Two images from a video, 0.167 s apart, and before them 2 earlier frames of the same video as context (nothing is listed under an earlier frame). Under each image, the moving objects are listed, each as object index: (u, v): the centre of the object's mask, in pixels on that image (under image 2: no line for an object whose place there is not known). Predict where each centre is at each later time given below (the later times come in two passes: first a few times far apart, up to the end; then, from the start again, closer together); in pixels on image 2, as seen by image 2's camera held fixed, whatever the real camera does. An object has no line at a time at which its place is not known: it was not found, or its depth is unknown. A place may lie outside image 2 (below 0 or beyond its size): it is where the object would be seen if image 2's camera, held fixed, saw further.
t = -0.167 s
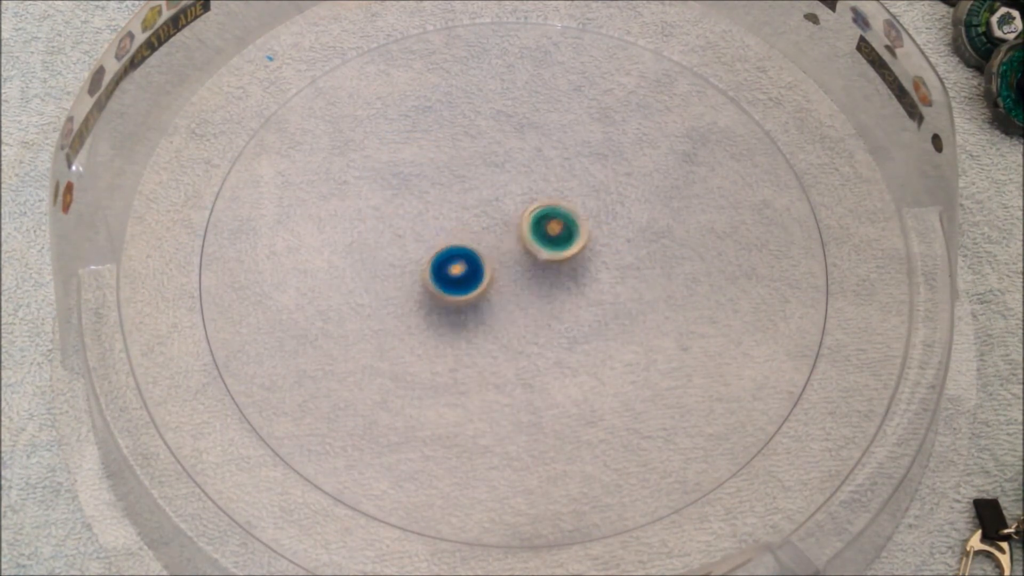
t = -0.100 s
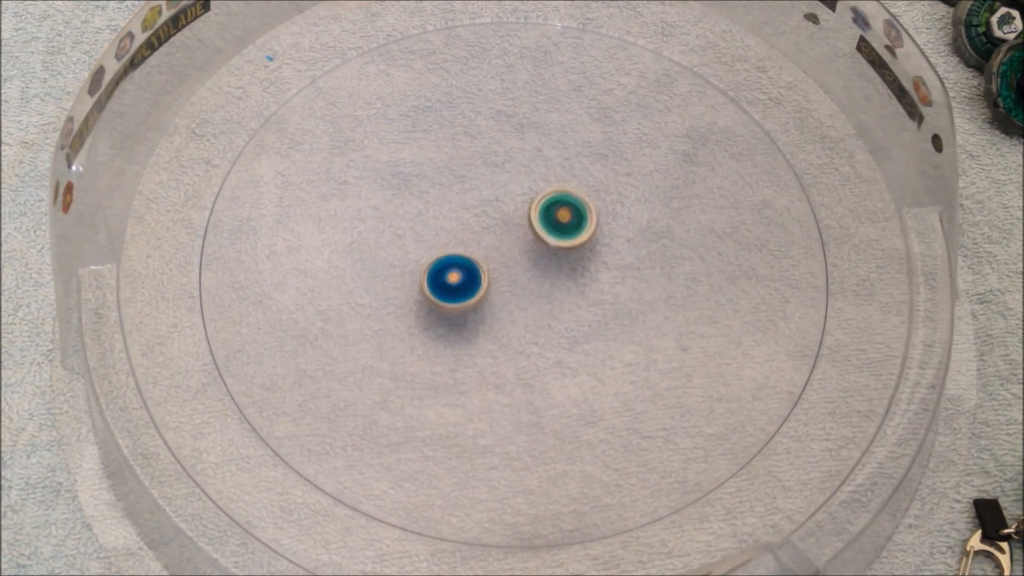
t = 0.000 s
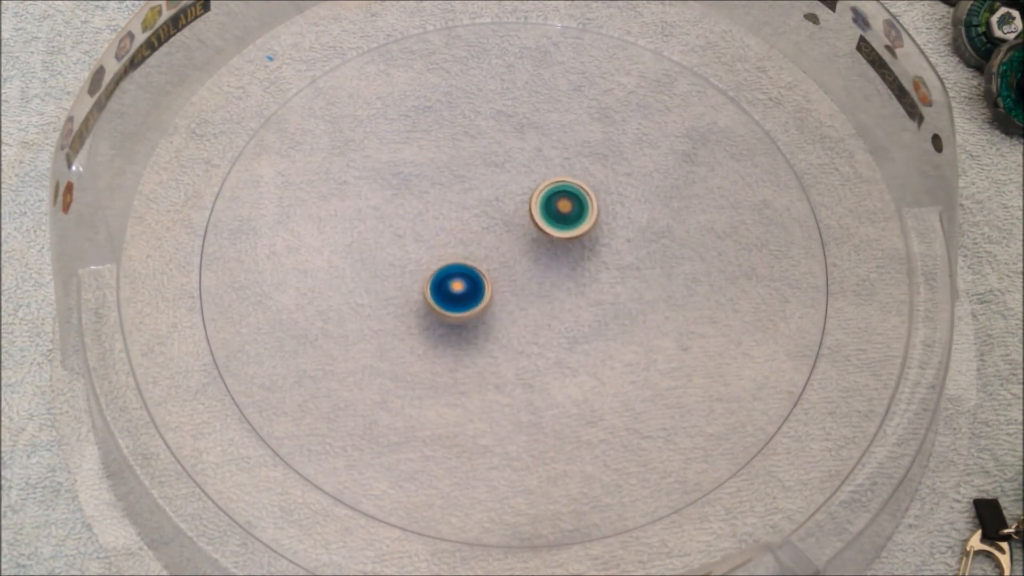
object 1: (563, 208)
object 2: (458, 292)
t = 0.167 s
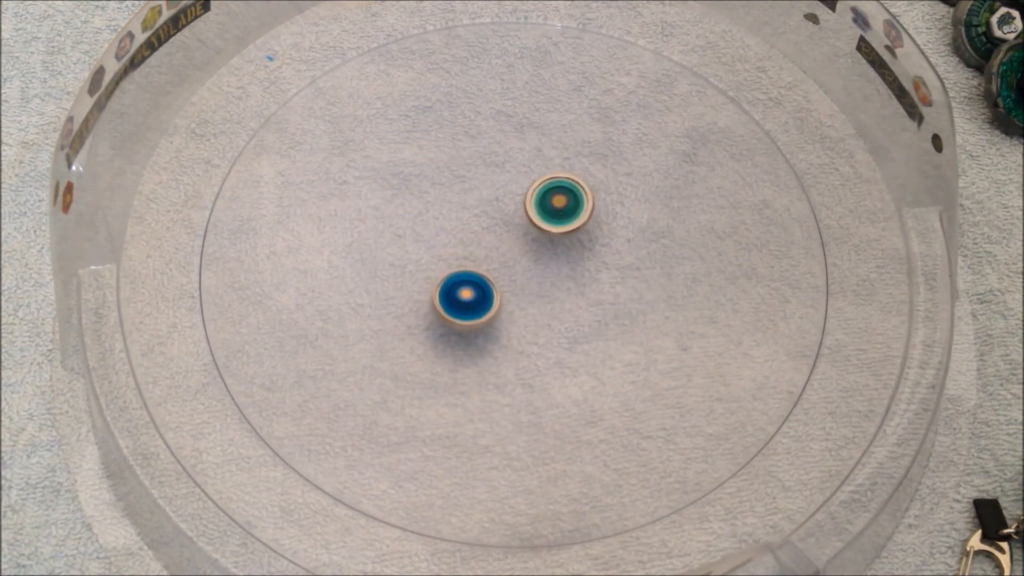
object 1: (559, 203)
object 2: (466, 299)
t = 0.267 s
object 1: (553, 205)
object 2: (474, 298)
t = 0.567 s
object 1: (540, 215)
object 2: (480, 282)
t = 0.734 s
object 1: (526, 219)
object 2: (484, 273)
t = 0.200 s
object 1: (557, 203)
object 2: (469, 299)
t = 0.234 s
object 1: (555, 204)
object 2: (471, 299)
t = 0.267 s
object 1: (553, 205)
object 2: (474, 298)
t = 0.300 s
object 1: (551, 207)
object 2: (477, 296)
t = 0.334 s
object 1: (548, 209)
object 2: (480, 294)
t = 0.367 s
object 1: (546, 212)
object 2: (482, 291)
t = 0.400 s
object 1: (542, 216)
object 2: (485, 288)
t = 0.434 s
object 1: (539, 219)
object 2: (488, 285)
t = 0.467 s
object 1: (535, 222)
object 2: (491, 282)
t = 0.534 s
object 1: (537, 217)
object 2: (484, 283)
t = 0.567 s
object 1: (540, 215)
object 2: (480, 282)
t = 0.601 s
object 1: (539, 215)
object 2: (477, 282)
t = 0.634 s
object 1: (536, 216)
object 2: (478, 280)
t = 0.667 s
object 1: (533, 217)
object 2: (480, 278)
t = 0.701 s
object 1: (529, 218)
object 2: (482, 275)
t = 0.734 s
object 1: (526, 219)
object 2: (484, 273)
